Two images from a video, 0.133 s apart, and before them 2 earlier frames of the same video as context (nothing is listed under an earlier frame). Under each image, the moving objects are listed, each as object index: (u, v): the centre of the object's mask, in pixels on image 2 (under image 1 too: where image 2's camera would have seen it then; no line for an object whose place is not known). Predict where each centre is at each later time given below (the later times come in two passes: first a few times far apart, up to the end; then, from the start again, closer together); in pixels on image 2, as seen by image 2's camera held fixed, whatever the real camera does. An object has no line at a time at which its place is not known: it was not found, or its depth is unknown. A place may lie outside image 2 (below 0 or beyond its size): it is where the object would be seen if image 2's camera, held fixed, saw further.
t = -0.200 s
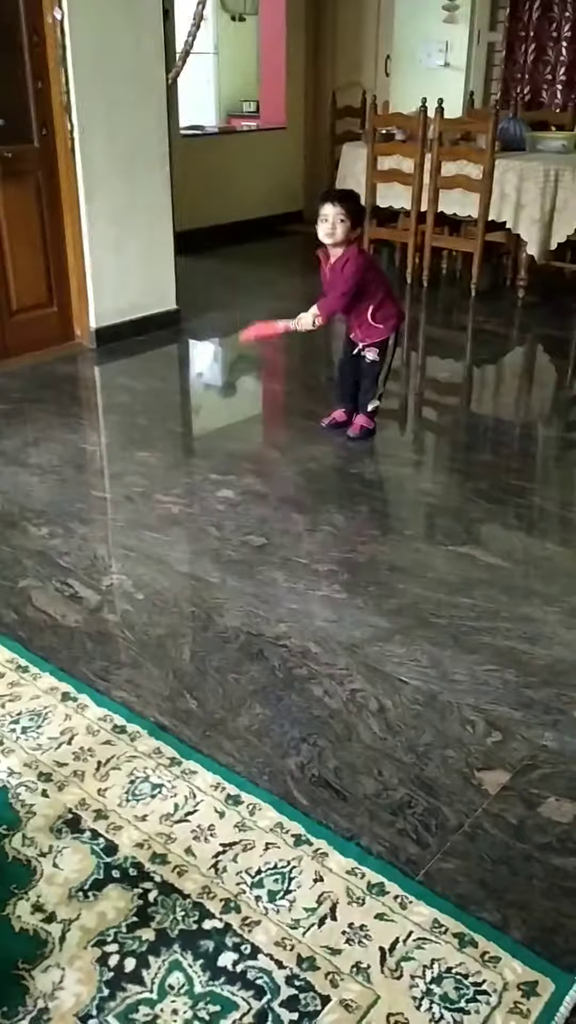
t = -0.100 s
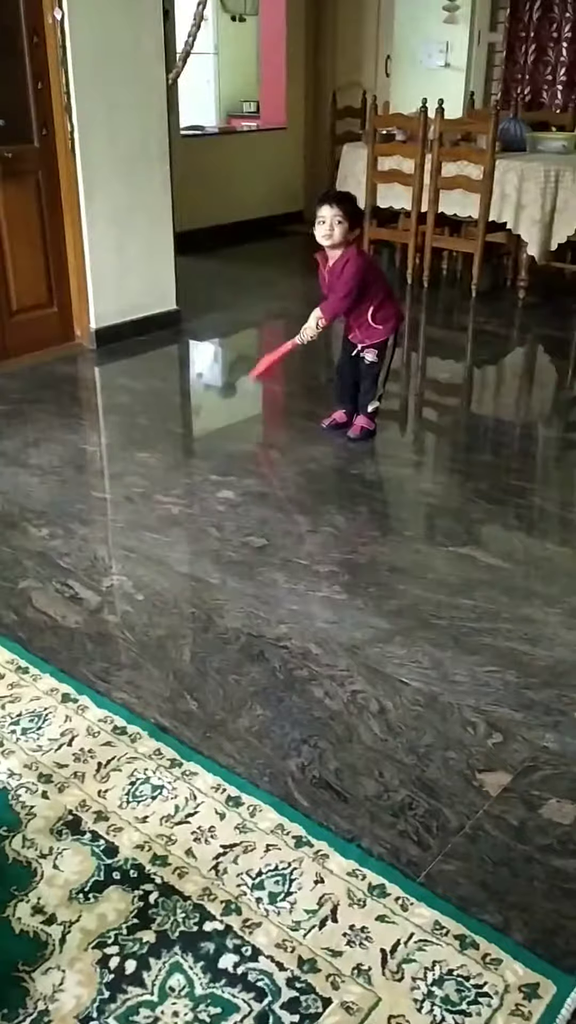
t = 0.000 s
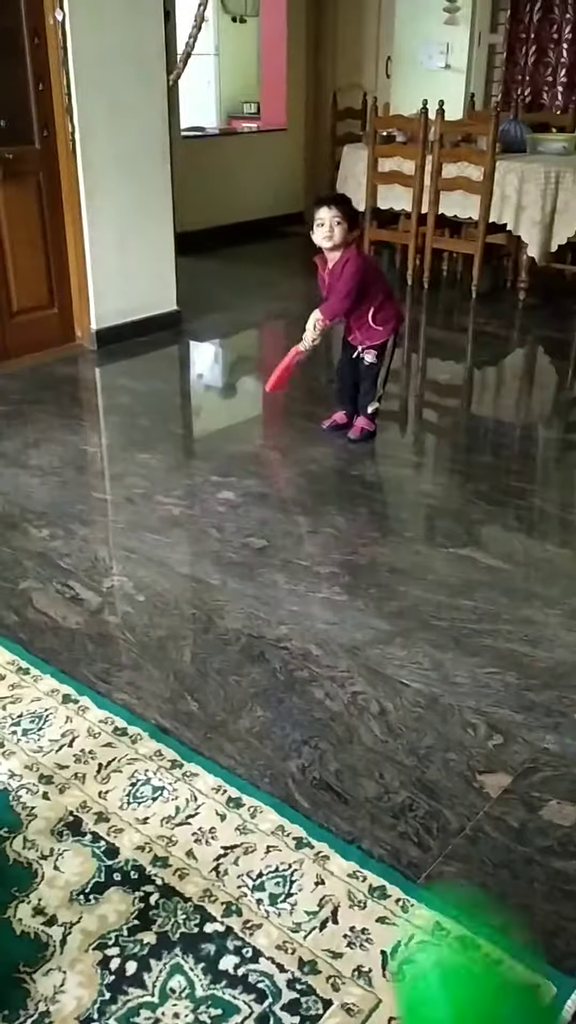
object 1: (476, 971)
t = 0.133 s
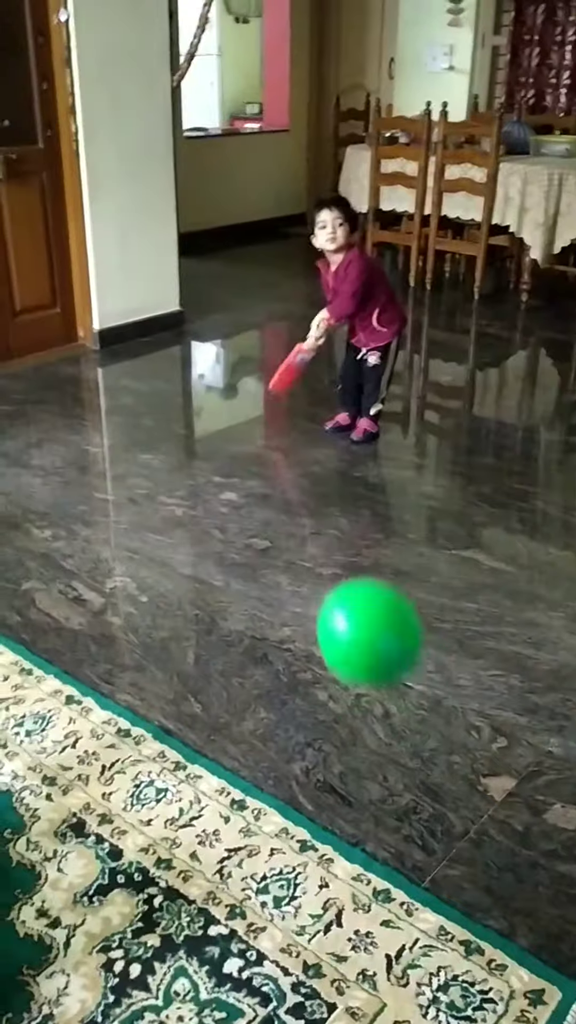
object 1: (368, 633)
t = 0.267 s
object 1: (315, 618)
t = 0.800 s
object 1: (220, 611)
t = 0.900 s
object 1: (209, 623)
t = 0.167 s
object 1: (353, 611)
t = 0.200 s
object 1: (338, 604)
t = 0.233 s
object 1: (326, 607)
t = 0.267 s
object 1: (315, 618)
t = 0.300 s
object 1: (305, 638)
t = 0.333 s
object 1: (295, 665)
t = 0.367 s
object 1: (289, 693)
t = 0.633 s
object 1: (246, 682)
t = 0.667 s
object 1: (239, 657)
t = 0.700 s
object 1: (234, 637)
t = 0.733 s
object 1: (229, 623)
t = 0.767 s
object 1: (224, 614)
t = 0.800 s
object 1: (220, 611)
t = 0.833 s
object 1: (216, 611)
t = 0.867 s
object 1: (212, 615)
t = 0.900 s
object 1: (209, 623)
